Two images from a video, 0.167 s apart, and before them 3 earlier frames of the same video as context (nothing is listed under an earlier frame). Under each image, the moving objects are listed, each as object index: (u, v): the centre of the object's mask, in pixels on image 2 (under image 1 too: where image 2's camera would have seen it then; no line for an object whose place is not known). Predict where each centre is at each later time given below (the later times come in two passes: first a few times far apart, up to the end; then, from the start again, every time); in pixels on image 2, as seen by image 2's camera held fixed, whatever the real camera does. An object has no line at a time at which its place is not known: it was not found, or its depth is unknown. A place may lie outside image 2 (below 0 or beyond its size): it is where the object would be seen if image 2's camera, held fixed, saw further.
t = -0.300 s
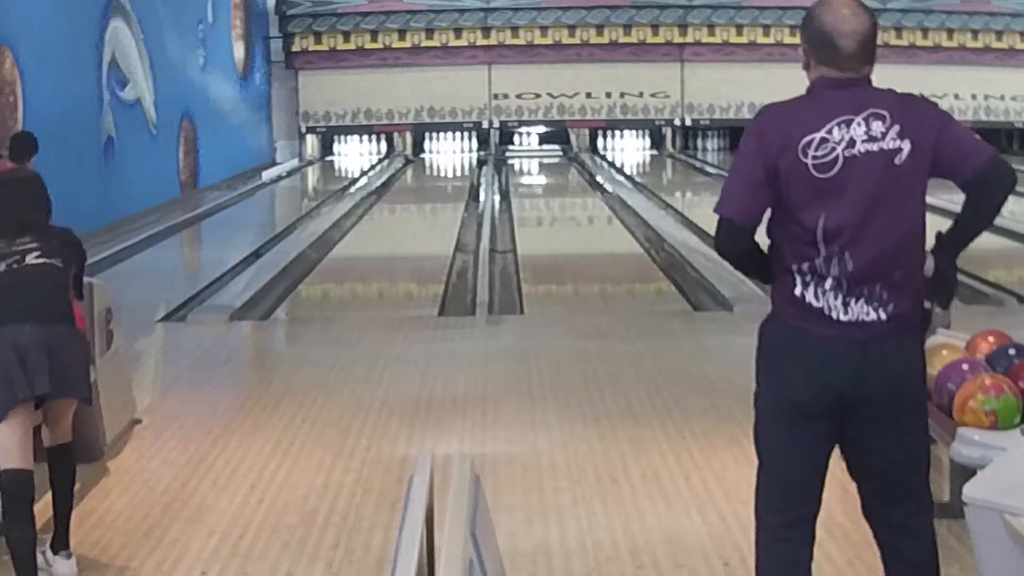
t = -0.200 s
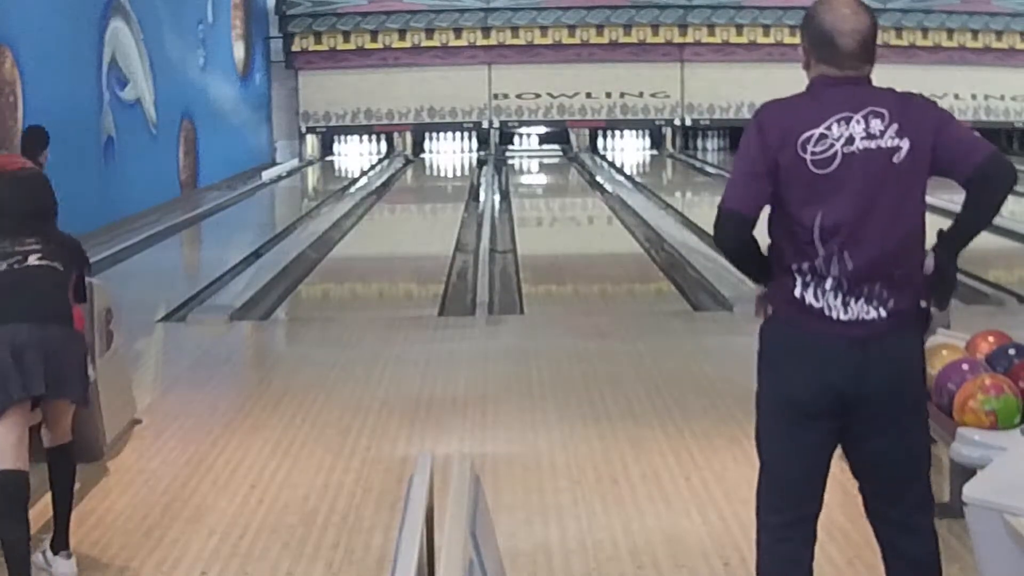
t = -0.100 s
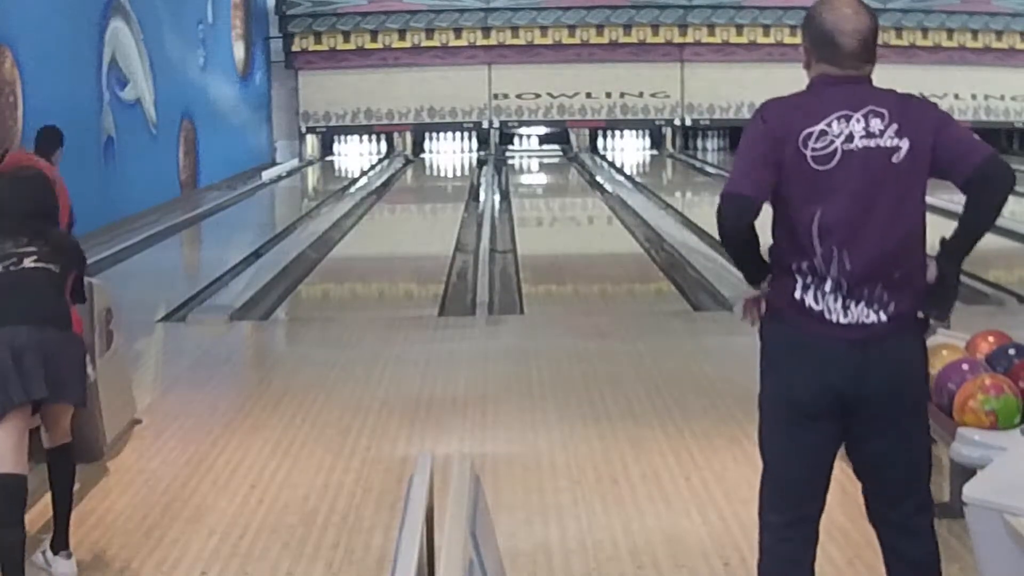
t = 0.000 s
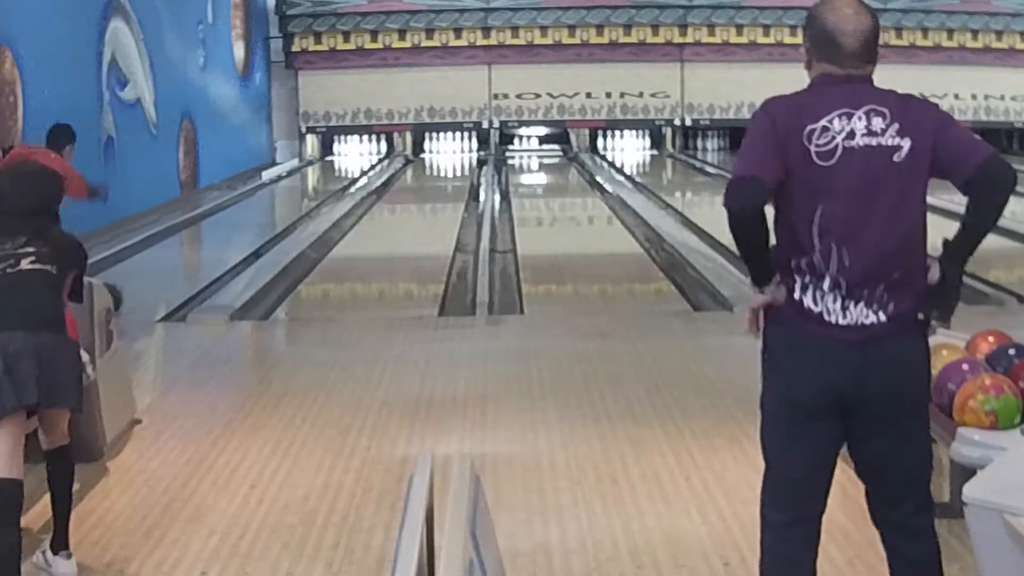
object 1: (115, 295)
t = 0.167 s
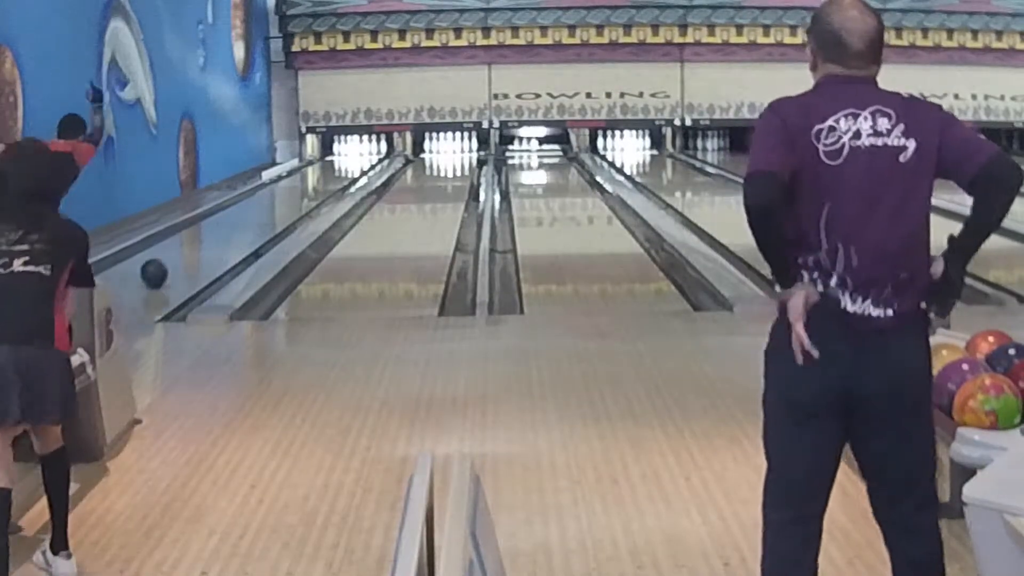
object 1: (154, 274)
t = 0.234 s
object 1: (169, 265)
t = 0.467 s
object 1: (215, 239)
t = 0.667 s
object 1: (245, 222)
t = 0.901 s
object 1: (274, 206)
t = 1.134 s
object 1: (296, 193)
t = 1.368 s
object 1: (314, 183)
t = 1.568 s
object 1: (327, 176)
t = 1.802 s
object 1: (340, 168)
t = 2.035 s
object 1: (348, 161)
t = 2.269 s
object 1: (356, 156)
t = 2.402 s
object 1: (357, 154)
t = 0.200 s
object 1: (162, 269)
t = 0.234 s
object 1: (169, 265)
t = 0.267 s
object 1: (177, 261)
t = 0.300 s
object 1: (184, 256)
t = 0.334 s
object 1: (190, 253)
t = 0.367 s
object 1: (197, 249)
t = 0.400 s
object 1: (203, 245)
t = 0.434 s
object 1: (210, 242)
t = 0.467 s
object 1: (215, 239)
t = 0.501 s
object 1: (221, 235)
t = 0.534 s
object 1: (226, 232)
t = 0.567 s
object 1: (231, 230)
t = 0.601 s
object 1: (236, 227)
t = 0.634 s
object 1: (241, 224)
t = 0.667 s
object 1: (245, 222)
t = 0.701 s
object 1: (250, 219)
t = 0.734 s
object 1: (254, 216)
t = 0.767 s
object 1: (258, 215)
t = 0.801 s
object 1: (263, 212)
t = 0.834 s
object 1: (266, 210)
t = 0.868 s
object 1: (270, 208)
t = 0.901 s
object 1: (274, 206)
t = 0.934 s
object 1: (277, 204)
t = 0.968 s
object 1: (280, 202)
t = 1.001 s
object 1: (284, 200)
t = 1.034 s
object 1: (287, 198)
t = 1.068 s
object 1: (290, 196)
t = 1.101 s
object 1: (293, 195)
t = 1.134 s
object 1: (296, 193)
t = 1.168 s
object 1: (299, 191)
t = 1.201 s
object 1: (301, 190)
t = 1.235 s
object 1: (304, 188)
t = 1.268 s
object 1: (307, 187)
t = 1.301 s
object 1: (309, 186)
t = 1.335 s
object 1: (311, 184)
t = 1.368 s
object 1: (314, 183)
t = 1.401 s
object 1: (317, 181)
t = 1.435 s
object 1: (319, 180)
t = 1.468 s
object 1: (321, 179)
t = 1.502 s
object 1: (323, 178)
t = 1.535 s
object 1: (325, 177)
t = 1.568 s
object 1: (327, 176)
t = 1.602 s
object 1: (328, 175)
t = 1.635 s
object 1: (330, 174)
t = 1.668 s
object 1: (332, 173)
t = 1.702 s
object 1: (334, 173)
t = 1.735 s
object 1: (337, 171)
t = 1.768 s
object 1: (339, 170)
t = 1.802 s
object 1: (340, 168)
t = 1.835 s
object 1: (341, 167)
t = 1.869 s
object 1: (342, 166)
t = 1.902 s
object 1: (344, 165)
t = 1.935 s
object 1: (345, 165)
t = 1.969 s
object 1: (346, 164)
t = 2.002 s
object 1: (347, 162)
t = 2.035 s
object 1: (348, 161)
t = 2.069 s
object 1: (350, 161)
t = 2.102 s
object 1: (350, 160)
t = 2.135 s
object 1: (351, 159)
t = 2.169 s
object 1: (353, 159)
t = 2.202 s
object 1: (354, 158)
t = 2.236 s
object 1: (355, 157)
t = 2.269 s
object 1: (356, 156)
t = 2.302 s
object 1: (356, 156)
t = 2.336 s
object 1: (357, 155)
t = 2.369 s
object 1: (357, 155)
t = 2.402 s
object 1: (357, 154)
